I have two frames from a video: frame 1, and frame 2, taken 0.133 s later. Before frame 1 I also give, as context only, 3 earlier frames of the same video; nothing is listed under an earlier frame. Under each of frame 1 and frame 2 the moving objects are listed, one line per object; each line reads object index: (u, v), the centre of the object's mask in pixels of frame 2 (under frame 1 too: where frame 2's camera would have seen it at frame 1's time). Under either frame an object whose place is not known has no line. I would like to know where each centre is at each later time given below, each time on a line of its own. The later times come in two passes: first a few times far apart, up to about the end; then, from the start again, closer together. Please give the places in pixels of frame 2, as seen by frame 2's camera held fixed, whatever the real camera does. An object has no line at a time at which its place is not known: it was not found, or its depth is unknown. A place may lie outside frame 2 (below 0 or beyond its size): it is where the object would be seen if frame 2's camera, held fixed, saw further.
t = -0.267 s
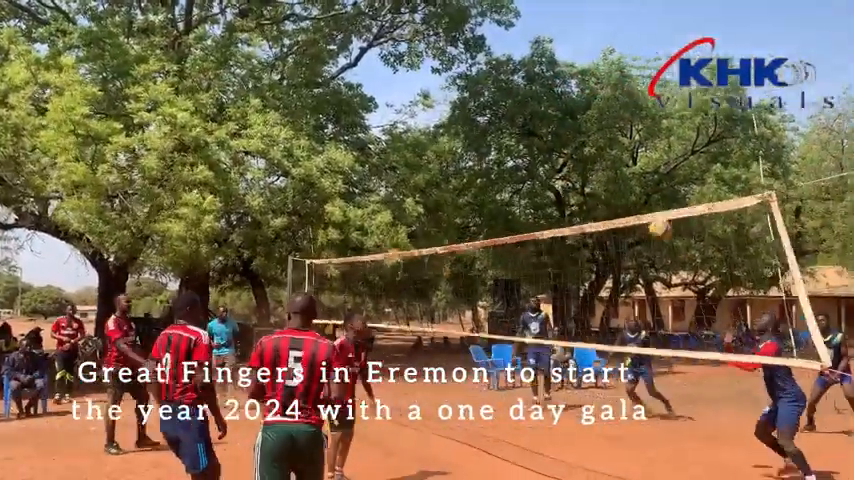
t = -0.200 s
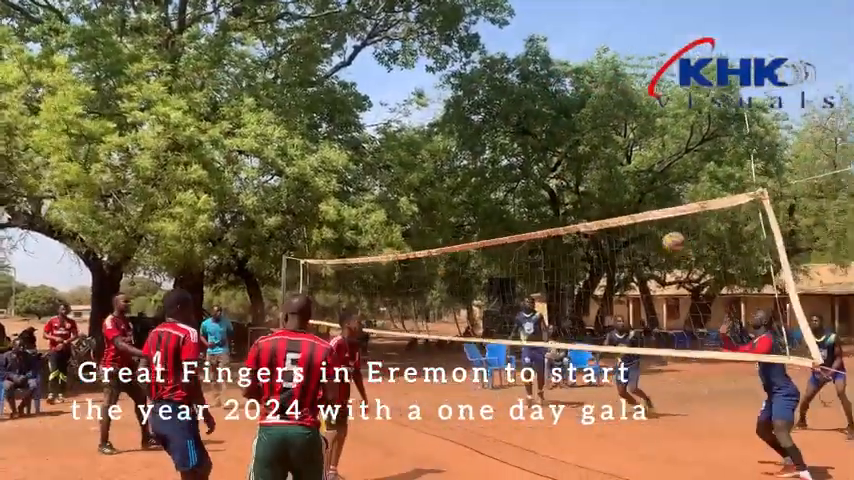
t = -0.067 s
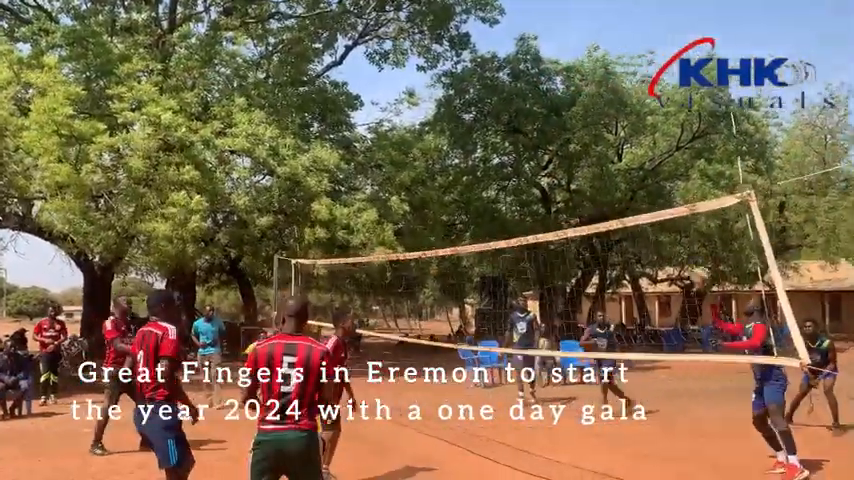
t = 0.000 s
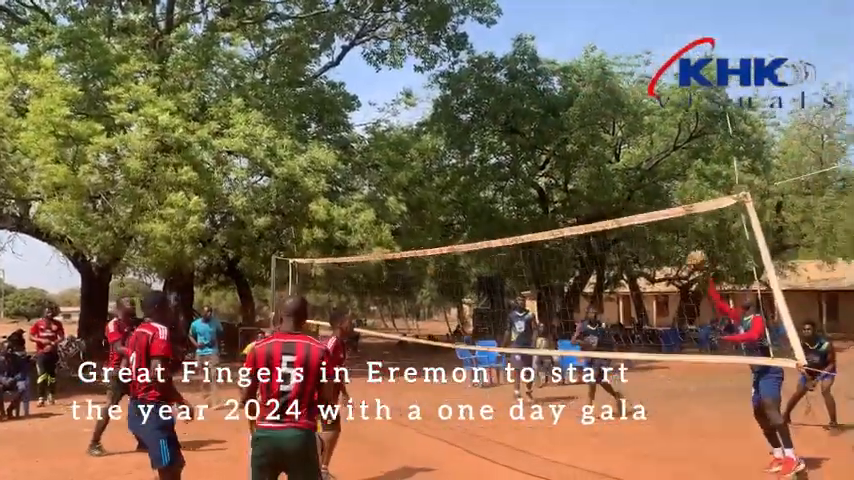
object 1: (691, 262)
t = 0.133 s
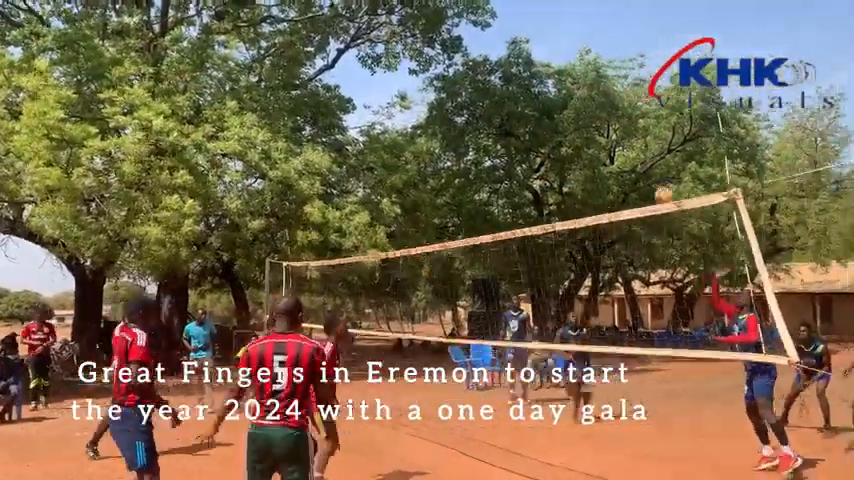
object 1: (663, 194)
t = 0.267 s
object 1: (642, 155)
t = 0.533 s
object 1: (597, 107)
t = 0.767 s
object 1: (567, 119)
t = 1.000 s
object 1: (538, 171)
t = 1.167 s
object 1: (521, 228)
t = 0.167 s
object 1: (657, 183)
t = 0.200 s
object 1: (651, 171)
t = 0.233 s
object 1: (645, 162)
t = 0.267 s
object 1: (642, 155)
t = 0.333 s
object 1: (629, 132)
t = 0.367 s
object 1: (623, 127)
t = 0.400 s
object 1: (617, 121)
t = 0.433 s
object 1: (612, 117)
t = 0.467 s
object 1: (610, 115)
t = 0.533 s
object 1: (597, 107)
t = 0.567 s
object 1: (593, 106)
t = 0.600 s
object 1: (588, 106)
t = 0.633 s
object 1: (584, 107)
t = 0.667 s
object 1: (580, 109)
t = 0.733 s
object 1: (571, 115)
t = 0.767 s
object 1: (567, 119)
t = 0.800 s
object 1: (562, 124)
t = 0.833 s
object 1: (558, 129)
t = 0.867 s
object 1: (555, 137)
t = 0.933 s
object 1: (546, 153)
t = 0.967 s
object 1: (542, 162)
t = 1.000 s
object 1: (538, 171)
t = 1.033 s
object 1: (535, 183)
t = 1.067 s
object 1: (534, 193)
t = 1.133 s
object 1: (524, 218)
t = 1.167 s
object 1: (521, 228)
